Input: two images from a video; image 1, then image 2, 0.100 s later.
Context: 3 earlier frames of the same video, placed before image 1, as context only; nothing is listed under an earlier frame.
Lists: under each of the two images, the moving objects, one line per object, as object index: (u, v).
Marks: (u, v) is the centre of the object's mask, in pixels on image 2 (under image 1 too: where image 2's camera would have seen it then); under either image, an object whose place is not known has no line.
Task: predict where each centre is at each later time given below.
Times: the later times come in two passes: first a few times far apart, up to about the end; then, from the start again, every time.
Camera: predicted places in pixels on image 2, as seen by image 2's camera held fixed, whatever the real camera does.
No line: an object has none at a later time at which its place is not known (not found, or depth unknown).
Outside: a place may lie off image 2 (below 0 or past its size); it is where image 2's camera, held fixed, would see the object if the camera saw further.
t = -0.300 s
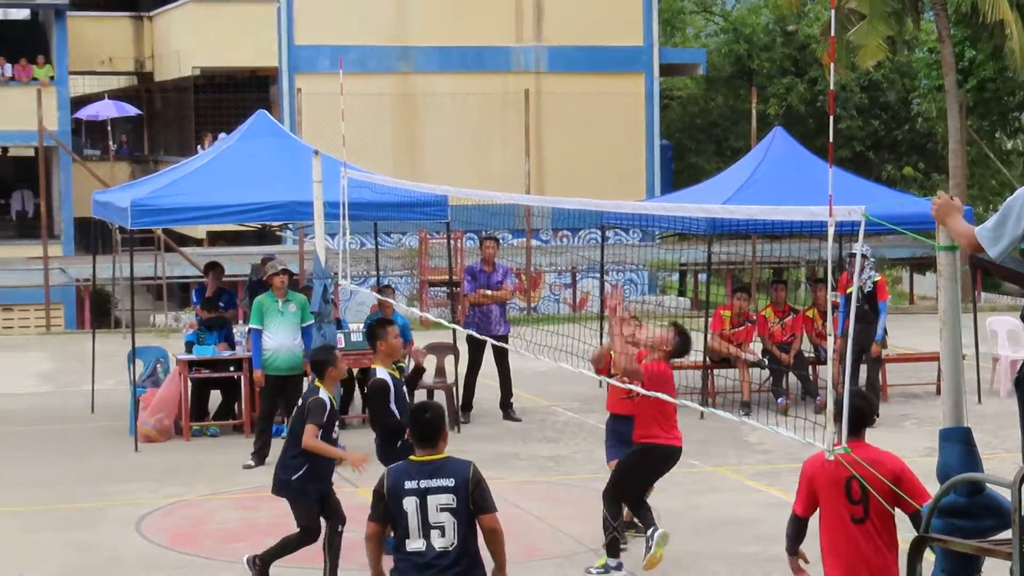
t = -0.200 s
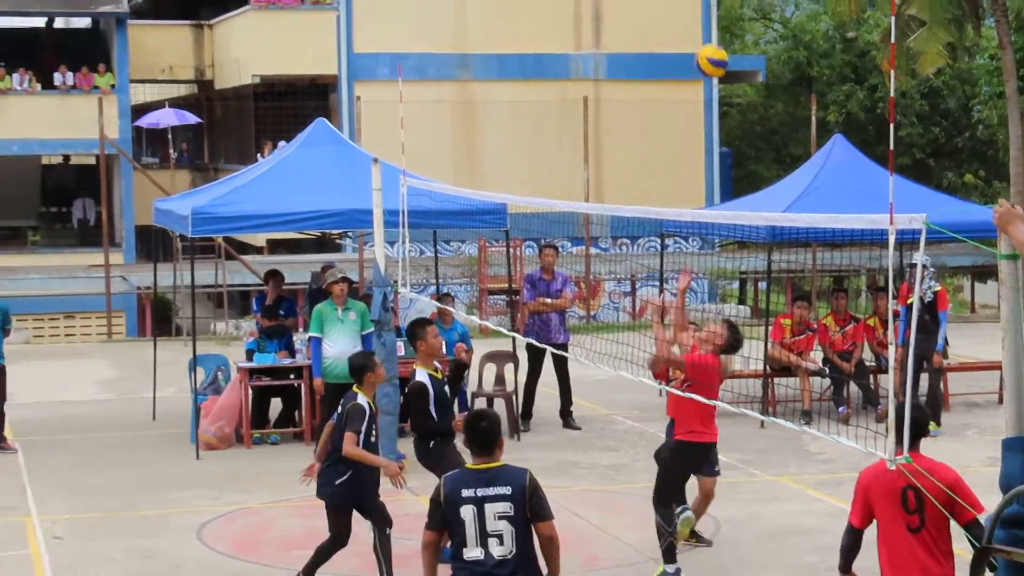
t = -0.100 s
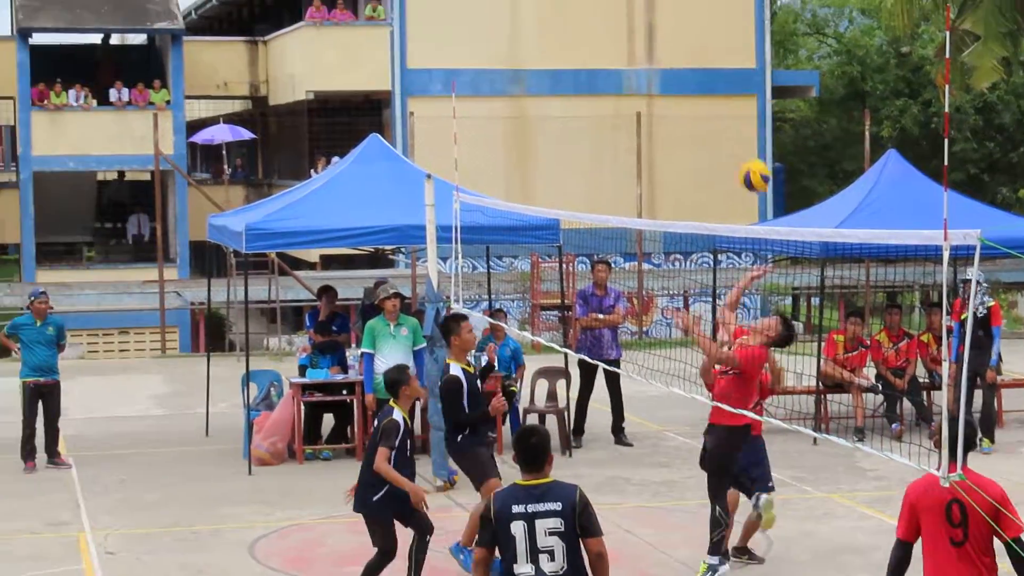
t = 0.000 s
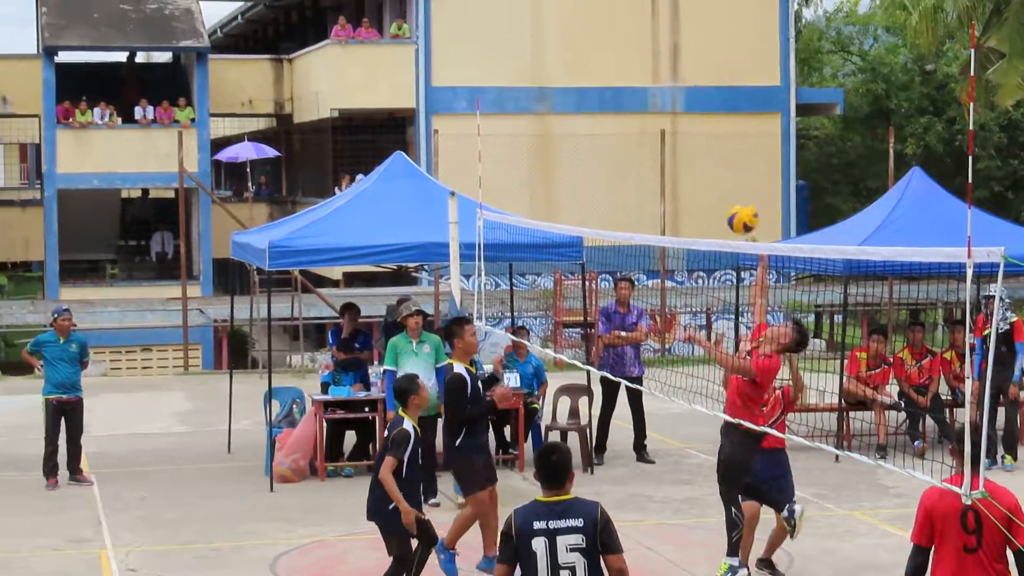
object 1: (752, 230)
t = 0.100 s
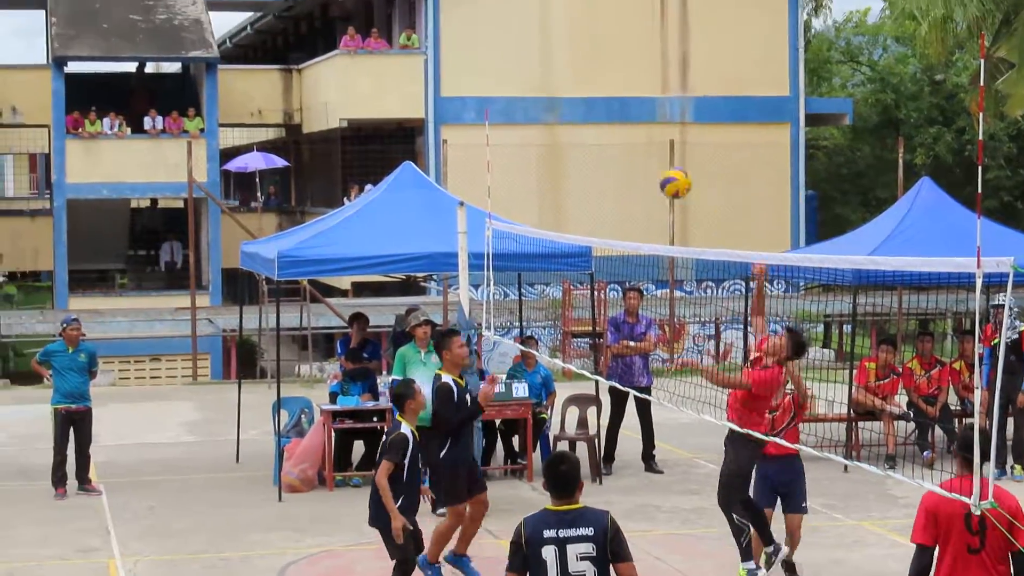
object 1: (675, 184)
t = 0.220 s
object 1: (582, 148)
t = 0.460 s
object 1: (390, 144)
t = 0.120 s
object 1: (660, 176)
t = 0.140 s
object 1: (645, 169)
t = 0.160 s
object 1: (629, 162)
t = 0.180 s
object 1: (613, 157)
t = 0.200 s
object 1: (598, 152)
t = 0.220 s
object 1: (582, 148)
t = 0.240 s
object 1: (567, 144)
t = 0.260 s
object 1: (551, 141)
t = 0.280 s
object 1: (535, 138)
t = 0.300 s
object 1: (519, 135)
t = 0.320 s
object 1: (503, 134)
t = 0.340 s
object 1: (487, 134)
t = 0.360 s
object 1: (471, 134)
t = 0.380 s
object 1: (455, 135)
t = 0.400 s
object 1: (439, 136)
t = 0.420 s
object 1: (423, 138)
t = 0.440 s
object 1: (407, 141)
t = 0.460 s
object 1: (390, 144)
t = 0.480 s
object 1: (374, 147)
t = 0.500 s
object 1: (357, 151)
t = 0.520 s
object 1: (340, 155)
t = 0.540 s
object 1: (324, 160)
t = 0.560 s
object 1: (306, 167)
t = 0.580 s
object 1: (289, 173)
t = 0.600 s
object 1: (272, 181)
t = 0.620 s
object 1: (254, 187)
